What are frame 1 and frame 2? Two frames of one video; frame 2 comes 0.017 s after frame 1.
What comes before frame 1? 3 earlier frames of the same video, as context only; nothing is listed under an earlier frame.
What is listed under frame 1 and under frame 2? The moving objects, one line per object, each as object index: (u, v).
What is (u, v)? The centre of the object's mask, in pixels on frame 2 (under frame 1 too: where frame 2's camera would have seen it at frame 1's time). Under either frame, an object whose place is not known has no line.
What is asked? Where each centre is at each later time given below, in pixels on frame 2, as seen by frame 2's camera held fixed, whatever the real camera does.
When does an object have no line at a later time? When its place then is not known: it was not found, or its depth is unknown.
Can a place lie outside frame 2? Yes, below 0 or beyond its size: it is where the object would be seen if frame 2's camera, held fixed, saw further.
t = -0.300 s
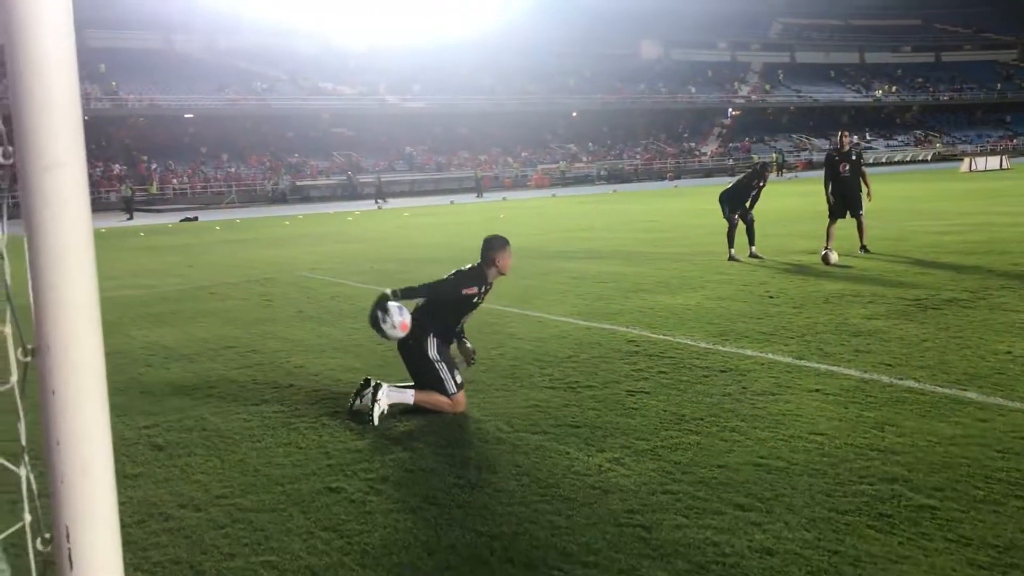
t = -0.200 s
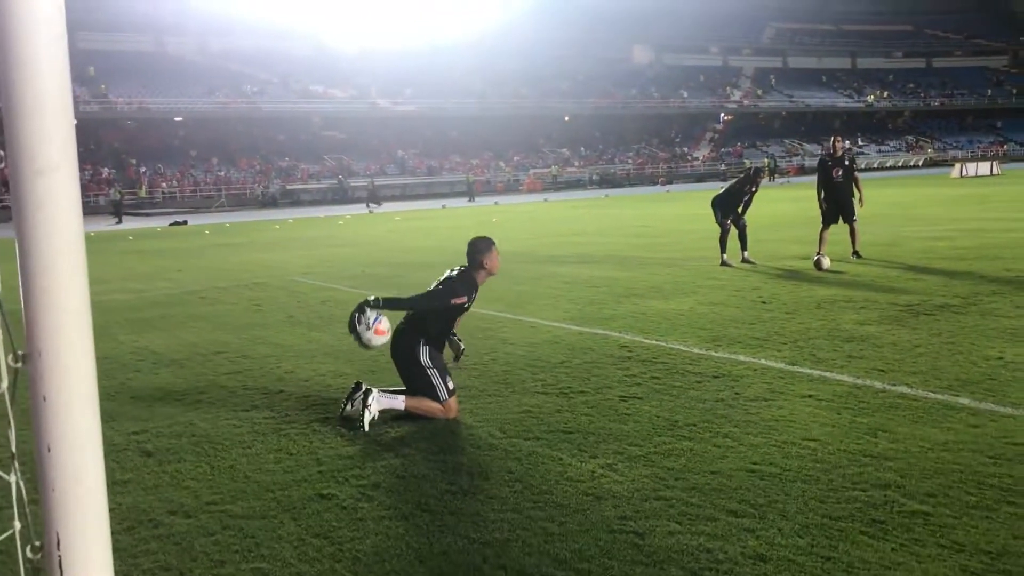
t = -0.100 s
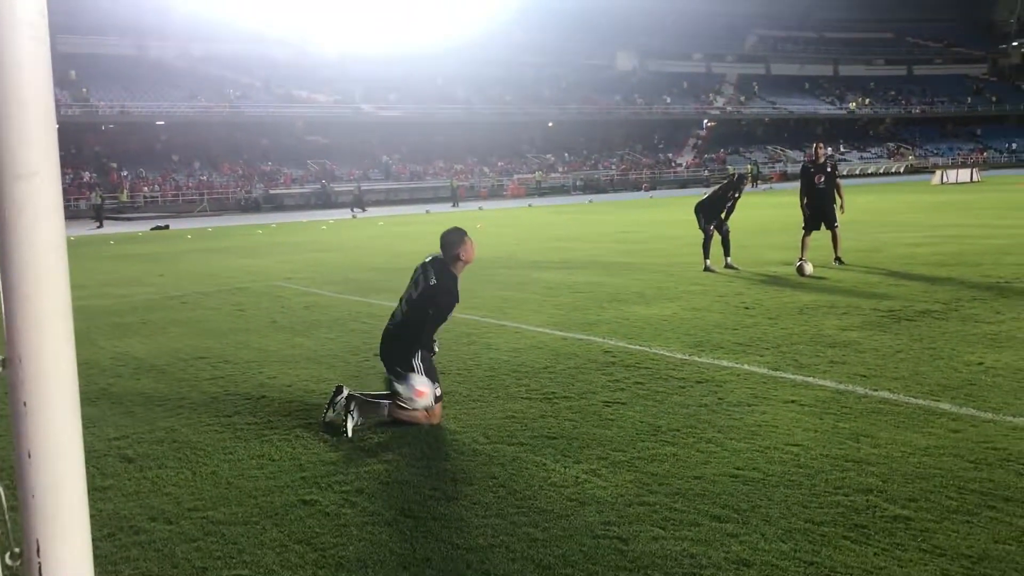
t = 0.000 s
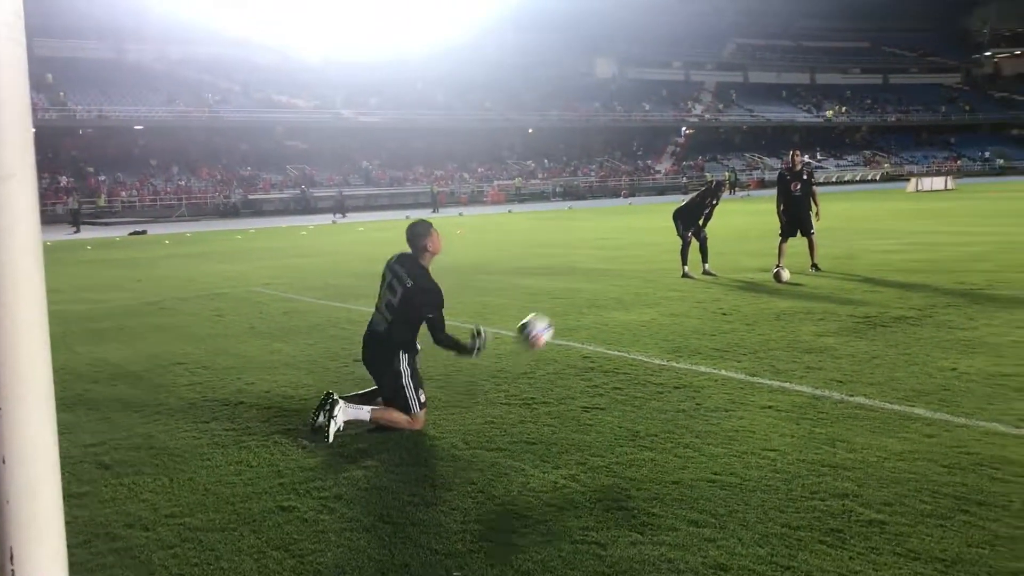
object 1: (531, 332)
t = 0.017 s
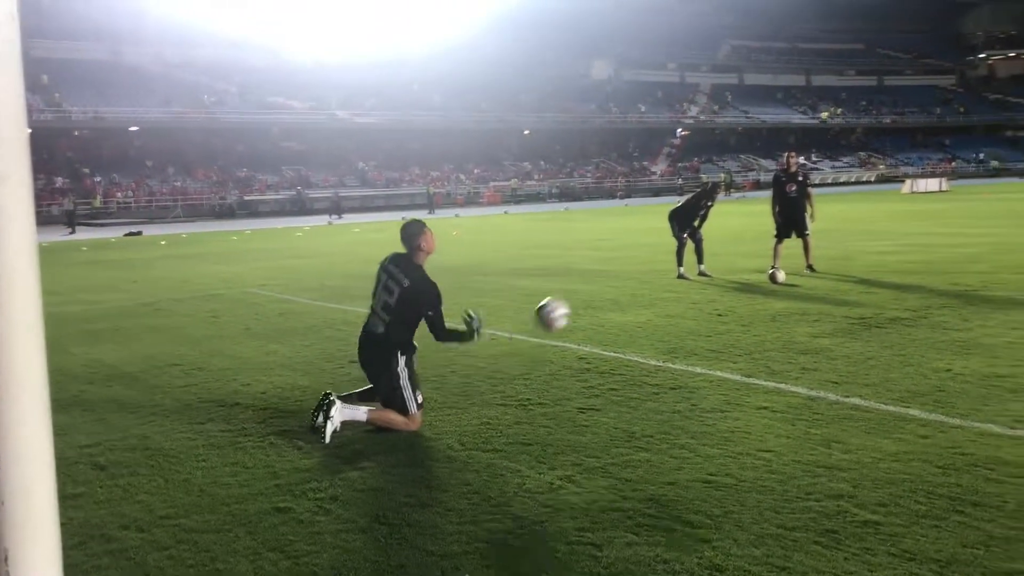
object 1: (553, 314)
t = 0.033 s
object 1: (573, 297)
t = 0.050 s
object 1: (591, 280)
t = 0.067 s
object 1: (610, 265)
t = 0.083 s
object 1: (629, 250)
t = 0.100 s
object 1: (646, 236)
